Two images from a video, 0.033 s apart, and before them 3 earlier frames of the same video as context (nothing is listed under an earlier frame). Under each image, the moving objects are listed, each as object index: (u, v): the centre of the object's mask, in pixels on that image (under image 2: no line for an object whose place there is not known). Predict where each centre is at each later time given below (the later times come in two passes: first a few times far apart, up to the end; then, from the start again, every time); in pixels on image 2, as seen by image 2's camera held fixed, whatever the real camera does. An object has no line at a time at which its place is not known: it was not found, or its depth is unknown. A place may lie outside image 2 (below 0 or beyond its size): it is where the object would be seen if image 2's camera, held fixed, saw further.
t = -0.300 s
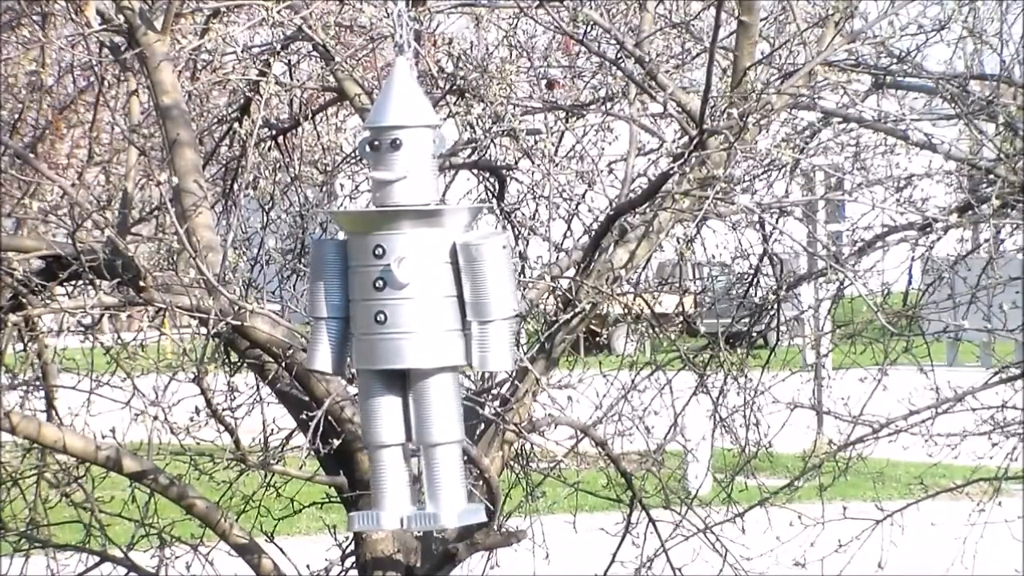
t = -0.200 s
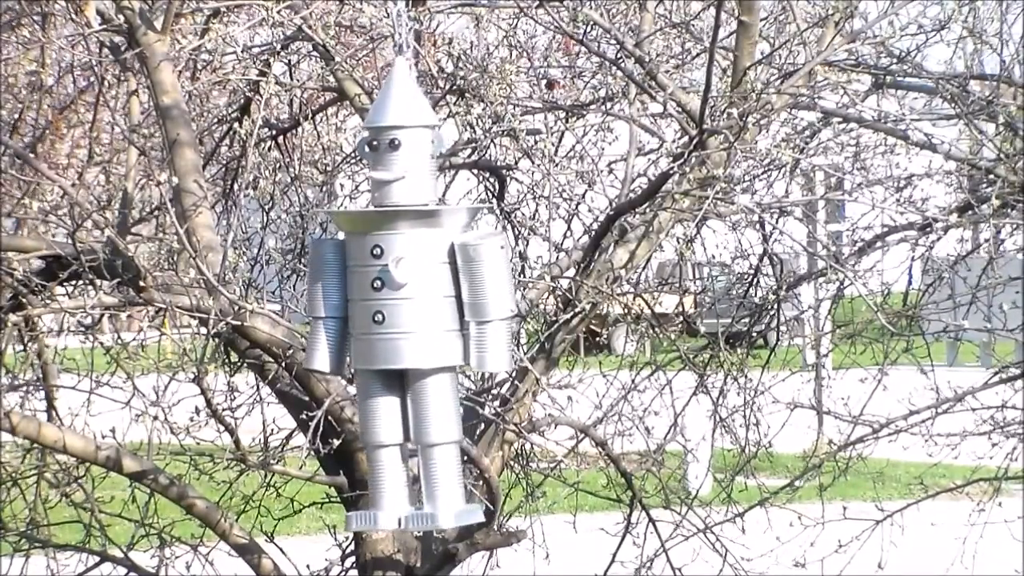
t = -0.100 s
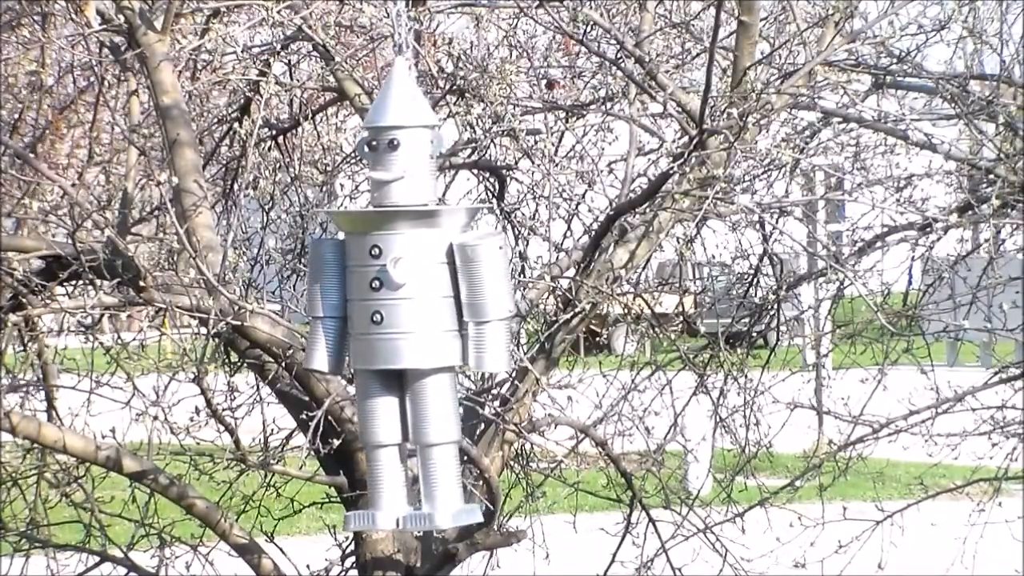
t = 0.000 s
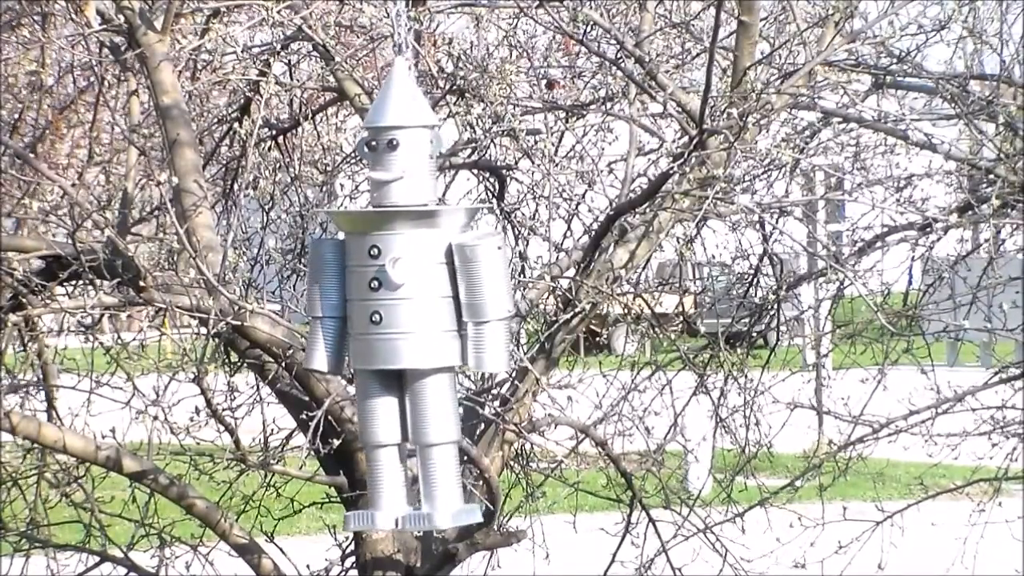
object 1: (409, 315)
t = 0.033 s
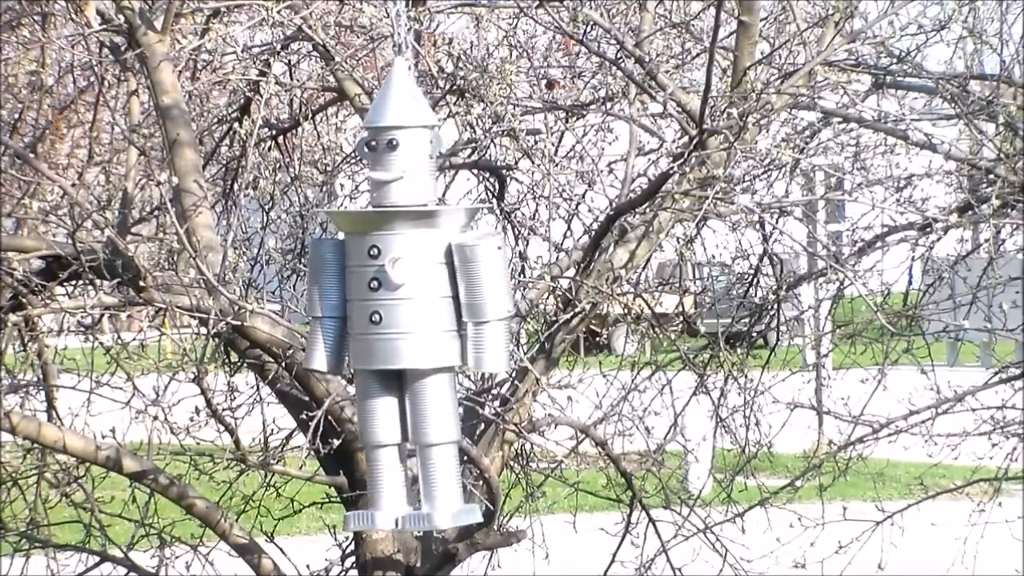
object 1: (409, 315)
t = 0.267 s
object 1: (409, 315)
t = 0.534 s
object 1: (411, 315)
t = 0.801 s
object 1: (412, 315)
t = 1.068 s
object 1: (412, 315)
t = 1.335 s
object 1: (410, 314)
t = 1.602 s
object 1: (406, 315)
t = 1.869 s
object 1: (404, 315)
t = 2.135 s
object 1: (404, 314)
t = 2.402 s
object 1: (404, 312)
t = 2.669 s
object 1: (404, 312)
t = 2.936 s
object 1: (402, 311)
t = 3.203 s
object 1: (400, 310)
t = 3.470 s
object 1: (402, 310)
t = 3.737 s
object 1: (404, 310)
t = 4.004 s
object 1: (404, 309)
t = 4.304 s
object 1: (403, 310)
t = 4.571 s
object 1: (405, 311)
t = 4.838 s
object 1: (408, 312)
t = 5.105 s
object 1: (411, 312)
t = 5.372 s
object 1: (412, 313)
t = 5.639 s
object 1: (408, 313)
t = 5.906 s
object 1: (401, 313)
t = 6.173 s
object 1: (398, 313)
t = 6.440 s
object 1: (405, 313)
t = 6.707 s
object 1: (415, 314)
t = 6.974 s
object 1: (419, 313)
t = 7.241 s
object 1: (413, 314)
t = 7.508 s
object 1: (399, 314)
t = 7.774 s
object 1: (383, 313)
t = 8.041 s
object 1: (370, 307)
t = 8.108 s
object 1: (366, 303)
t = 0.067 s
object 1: (408, 315)
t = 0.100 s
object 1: (408, 315)
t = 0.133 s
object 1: (409, 315)
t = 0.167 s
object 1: (409, 315)
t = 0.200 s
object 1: (409, 315)
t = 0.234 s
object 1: (409, 315)
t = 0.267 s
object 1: (409, 315)
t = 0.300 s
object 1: (409, 315)
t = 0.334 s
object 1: (409, 315)
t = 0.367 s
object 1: (410, 315)
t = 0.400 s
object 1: (410, 315)
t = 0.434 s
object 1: (410, 315)
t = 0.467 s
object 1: (411, 315)
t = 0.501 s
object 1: (411, 315)
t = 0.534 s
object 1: (411, 315)
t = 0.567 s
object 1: (412, 315)
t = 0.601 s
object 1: (412, 315)
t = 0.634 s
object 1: (412, 315)
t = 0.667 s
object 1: (412, 315)
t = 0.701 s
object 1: (412, 315)
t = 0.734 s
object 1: (412, 315)
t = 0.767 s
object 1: (412, 315)
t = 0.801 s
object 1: (412, 315)
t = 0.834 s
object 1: (412, 315)
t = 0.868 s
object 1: (412, 315)
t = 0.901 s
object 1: (412, 315)
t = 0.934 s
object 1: (412, 315)
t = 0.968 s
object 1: (412, 315)
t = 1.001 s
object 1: (412, 314)
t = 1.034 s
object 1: (412, 315)
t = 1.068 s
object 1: (412, 315)
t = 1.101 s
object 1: (412, 315)
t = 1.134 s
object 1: (412, 315)
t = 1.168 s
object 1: (412, 315)
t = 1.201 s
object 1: (411, 315)
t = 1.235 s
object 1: (411, 314)
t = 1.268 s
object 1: (411, 314)
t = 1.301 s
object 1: (410, 315)
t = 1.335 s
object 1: (410, 314)
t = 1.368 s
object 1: (410, 315)
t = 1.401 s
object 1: (409, 314)
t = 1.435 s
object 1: (409, 315)
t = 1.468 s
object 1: (408, 315)
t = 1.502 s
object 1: (407, 315)
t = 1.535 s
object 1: (407, 315)
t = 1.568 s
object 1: (406, 315)
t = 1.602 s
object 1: (406, 315)
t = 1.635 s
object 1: (406, 315)
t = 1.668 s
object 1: (406, 315)
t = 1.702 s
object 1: (405, 315)
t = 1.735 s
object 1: (405, 315)
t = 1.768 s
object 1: (405, 315)
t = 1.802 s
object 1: (404, 315)
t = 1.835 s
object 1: (404, 315)
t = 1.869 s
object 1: (404, 315)
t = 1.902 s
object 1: (404, 314)
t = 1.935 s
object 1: (404, 314)
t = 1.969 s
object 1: (404, 314)
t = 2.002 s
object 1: (404, 314)
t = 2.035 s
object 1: (404, 314)
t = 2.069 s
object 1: (404, 314)
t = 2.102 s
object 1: (404, 314)
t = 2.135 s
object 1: (404, 314)
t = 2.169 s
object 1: (404, 314)
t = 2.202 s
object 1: (404, 313)
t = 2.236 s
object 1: (404, 313)
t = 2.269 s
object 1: (404, 313)
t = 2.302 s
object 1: (404, 313)
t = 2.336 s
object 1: (404, 313)
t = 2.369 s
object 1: (404, 312)
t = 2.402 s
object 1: (404, 312)
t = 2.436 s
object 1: (404, 312)
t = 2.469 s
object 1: (404, 312)
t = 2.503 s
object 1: (404, 312)
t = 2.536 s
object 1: (404, 312)
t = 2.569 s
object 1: (404, 312)
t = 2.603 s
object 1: (404, 312)
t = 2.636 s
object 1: (404, 312)
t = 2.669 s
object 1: (404, 312)
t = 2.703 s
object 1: (404, 312)
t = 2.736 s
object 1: (404, 311)
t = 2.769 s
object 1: (403, 311)
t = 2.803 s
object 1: (403, 311)
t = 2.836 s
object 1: (403, 311)
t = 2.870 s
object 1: (402, 311)
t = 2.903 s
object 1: (402, 311)
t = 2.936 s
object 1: (402, 311)
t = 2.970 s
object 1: (401, 310)
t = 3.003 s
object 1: (401, 310)
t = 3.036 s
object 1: (401, 310)
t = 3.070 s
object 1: (400, 310)
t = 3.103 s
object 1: (400, 310)
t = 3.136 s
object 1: (400, 310)
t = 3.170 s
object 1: (400, 310)
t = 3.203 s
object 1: (400, 310)
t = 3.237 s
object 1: (400, 310)
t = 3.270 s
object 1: (400, 310)
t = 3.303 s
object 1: (400, 310)
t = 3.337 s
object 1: (400, 310)
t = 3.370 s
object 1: (400, 310)
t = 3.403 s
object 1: (401, 310)
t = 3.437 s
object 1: (401, 310)
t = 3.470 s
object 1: (402, 310)
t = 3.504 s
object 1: (402, 310)
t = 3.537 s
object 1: (402, 310)
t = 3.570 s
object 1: (403, 309)
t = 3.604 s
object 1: (403, 310)
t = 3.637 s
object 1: (403, 309)
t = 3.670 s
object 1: (403, 310)
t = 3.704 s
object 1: (403, 309)
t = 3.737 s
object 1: (404, 310)
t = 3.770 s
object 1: (404, 310)
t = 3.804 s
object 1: (404, 310)
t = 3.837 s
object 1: (404, 310)
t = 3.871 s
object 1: (404, 310)
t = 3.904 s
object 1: (404, 310)
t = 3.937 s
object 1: (404, 310)
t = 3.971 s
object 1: (404, 310)
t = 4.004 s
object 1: (404, 309)
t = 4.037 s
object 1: (404, 310)
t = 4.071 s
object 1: (404, 310)
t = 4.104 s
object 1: (404, 310)
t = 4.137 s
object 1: (403, 310)
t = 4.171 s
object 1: (403, 310)
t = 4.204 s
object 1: (403, 310)
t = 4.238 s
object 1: (403, 310)
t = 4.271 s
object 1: (403, 310)
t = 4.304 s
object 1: (403, 310)
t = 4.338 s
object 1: (403, 310)
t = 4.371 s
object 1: (404, 310)
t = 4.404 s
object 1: (404, 311)
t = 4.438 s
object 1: (404, 310)
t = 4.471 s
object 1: (404, 311)
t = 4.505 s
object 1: (405, 311)
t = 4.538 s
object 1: (405, 310)
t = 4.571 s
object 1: (405, 311)
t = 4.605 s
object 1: (406, 311)
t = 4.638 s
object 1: (406, 311)
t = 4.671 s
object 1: (406, 311)
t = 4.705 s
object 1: (407, 311)
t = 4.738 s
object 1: (408, 311)
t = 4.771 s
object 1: (408, 312)
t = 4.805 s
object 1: (408, 312)
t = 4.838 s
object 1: (408, 312)
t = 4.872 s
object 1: (409, 312)
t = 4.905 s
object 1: (409, 312)
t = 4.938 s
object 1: (409, 312)
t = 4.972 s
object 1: (410, 312)
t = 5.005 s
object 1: (410, 312)
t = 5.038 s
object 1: (410, 312)
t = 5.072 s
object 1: (410, 312)
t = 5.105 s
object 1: (411, 312)
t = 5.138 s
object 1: (411, 313)
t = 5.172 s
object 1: (411, 313)
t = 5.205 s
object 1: (412, 313)
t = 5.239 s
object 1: (412, 313)
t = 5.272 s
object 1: (412, 313)
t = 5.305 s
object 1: (412, 313)
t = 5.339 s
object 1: (412, 313)
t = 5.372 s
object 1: (412, 313)
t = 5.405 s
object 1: (412, 313)
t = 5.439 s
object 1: (411, 313)
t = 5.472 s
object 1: (411, 313)
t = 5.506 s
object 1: (410, 314)
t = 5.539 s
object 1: (410, 313)
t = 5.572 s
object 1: (409, 314)
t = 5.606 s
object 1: (408, 314)
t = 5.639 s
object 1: (408, 313)
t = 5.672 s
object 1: (407, 314)
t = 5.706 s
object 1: (406, 314)
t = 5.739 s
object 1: (405, 314)
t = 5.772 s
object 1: (404, 314)
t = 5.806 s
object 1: (403, 314)
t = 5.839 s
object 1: (403, 314)
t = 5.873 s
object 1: (402, 314)
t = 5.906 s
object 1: (401, 313)
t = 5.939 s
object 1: (400, 314)
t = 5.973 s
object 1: (399, 313)
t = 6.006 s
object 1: (399, 313)
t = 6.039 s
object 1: (399, 313)
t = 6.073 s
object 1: (398, 313)
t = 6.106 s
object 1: (398, 313)
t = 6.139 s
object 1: (398, 313)
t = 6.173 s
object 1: (398, 313)
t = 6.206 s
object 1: (399, 313)
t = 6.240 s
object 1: (399, 313)
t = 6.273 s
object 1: (400, 313)
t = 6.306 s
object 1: (401, 314)
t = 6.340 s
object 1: (402, 314)
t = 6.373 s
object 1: (403, 314)
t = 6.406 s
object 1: (404, 313)
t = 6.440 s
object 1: (405, 313)
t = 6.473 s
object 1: (407, 313)
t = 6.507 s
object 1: (408, 313)
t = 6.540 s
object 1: (409, 313)
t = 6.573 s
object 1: (410, 313)
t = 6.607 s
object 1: (411, 314)
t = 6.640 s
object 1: (413, 313)
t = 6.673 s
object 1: (414, 314)
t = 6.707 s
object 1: (415, 314)
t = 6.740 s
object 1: (417, 314)
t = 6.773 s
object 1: (417, 314)
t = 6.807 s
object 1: (418, 313)
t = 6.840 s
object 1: (418, 313)
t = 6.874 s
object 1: (419, 313)
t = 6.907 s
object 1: (419, 313)
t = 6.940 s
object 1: (419, 313)
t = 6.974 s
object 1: (419, 313)
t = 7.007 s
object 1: (419, 313)
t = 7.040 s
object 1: (419, 313)
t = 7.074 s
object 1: (419, 313)
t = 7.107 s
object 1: (418, 314)
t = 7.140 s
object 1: (417, 314)
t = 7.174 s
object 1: (416, 314)
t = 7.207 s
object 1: (415, 314)
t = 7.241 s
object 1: (413, 314)
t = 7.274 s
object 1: (412, 314)
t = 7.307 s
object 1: (411, 314)
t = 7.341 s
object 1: (409, 314)
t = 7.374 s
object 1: (407, 314)
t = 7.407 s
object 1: (405, 314)
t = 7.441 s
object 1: (404, 314)
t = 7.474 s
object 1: (402, 314)
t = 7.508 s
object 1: (399, 314)
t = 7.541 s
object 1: (397, 313)
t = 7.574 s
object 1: (395, 313)
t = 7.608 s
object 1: (393, 313)
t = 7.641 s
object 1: (391, 313)
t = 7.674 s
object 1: (389, 313)
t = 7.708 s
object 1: (387, 312)
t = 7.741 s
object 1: (385, 313)
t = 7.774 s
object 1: (383, 313)
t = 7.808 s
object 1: (382, 312)
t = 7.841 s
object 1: (380, 312)
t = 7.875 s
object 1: (378, 312)
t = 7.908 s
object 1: (376, 312)
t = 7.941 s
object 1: (375, 311)
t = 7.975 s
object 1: (373, 310)
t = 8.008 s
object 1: (372, 309)
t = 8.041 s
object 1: (370, 307)
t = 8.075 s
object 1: (368, 305)
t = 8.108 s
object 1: (366, 303)
